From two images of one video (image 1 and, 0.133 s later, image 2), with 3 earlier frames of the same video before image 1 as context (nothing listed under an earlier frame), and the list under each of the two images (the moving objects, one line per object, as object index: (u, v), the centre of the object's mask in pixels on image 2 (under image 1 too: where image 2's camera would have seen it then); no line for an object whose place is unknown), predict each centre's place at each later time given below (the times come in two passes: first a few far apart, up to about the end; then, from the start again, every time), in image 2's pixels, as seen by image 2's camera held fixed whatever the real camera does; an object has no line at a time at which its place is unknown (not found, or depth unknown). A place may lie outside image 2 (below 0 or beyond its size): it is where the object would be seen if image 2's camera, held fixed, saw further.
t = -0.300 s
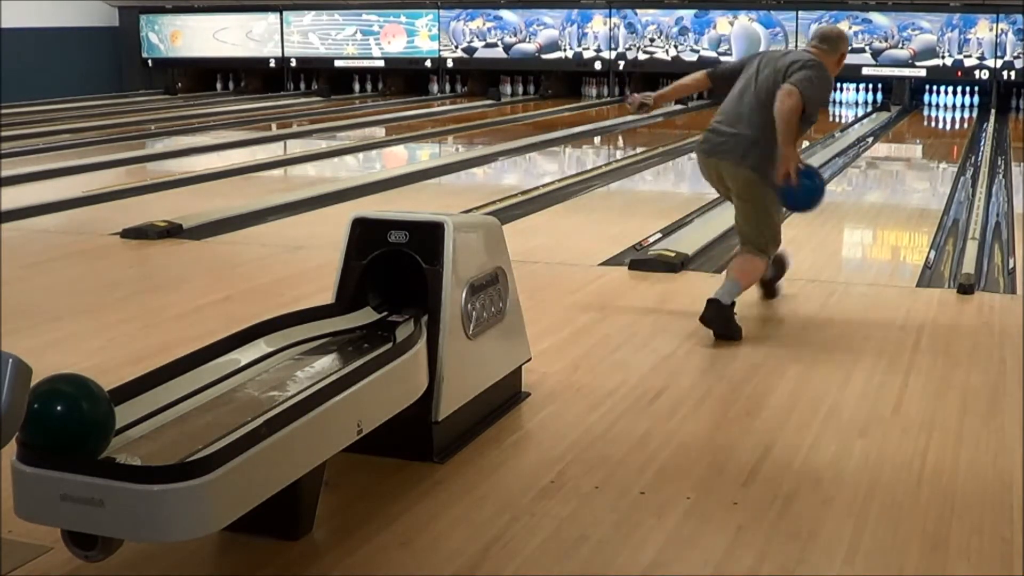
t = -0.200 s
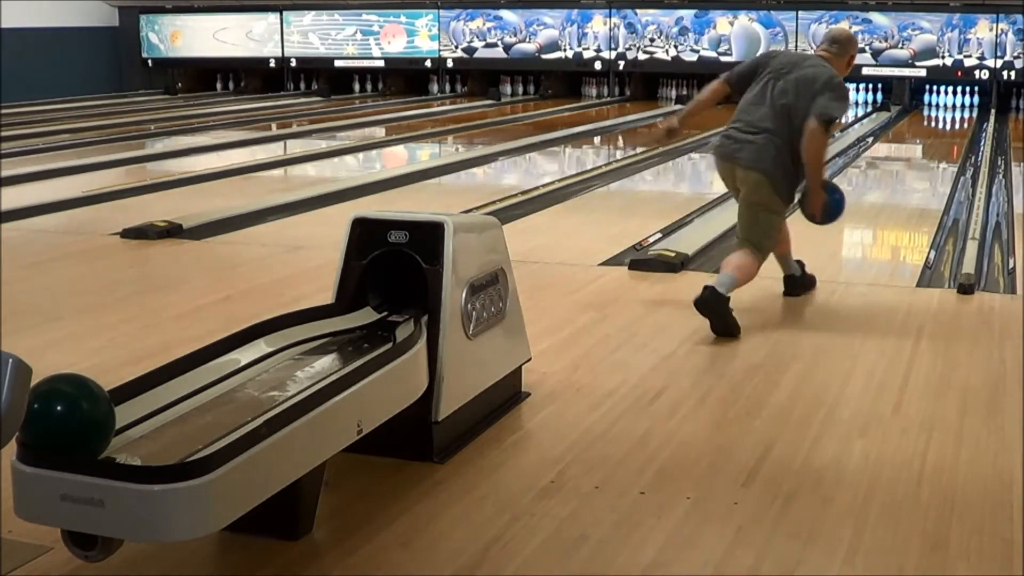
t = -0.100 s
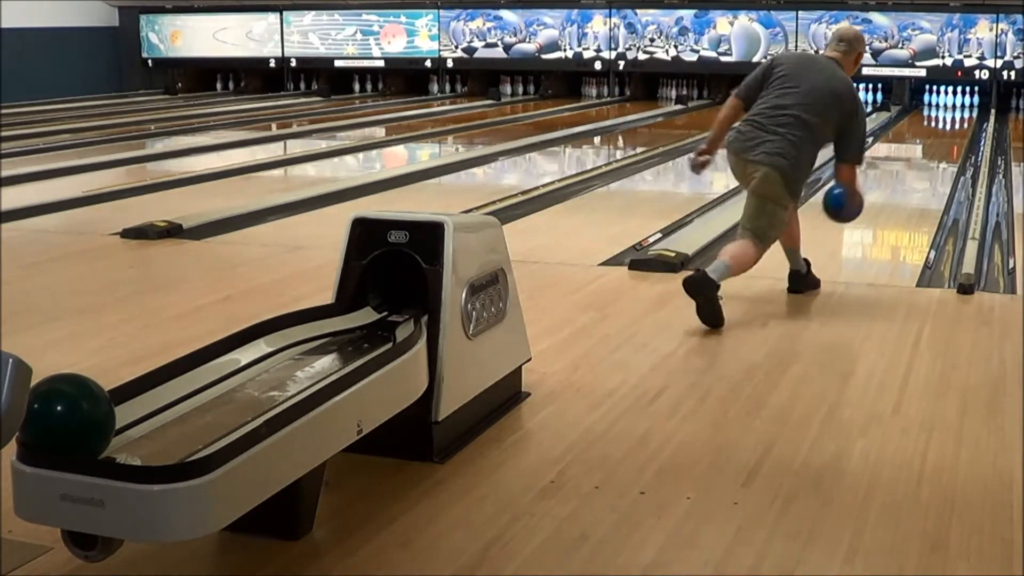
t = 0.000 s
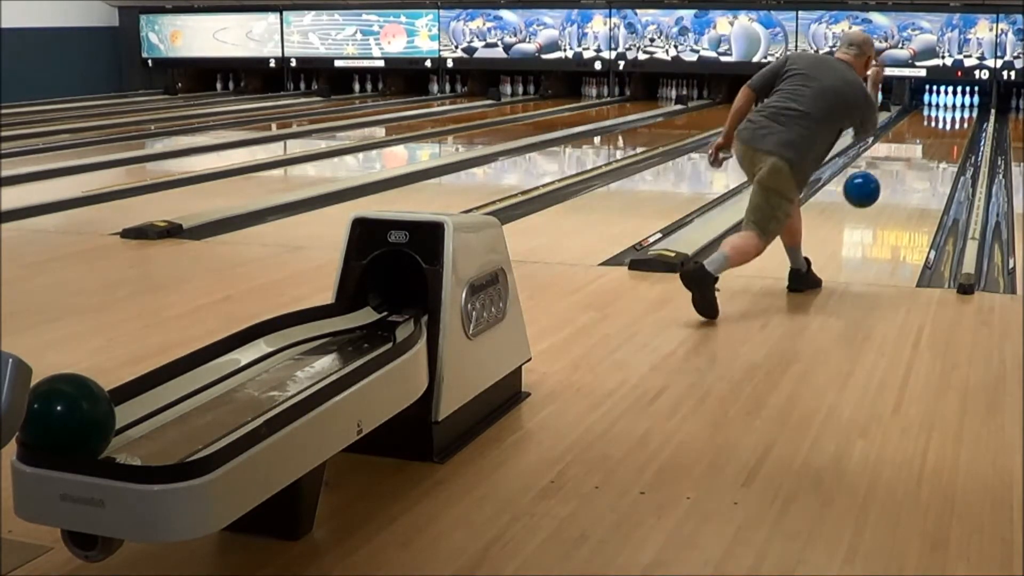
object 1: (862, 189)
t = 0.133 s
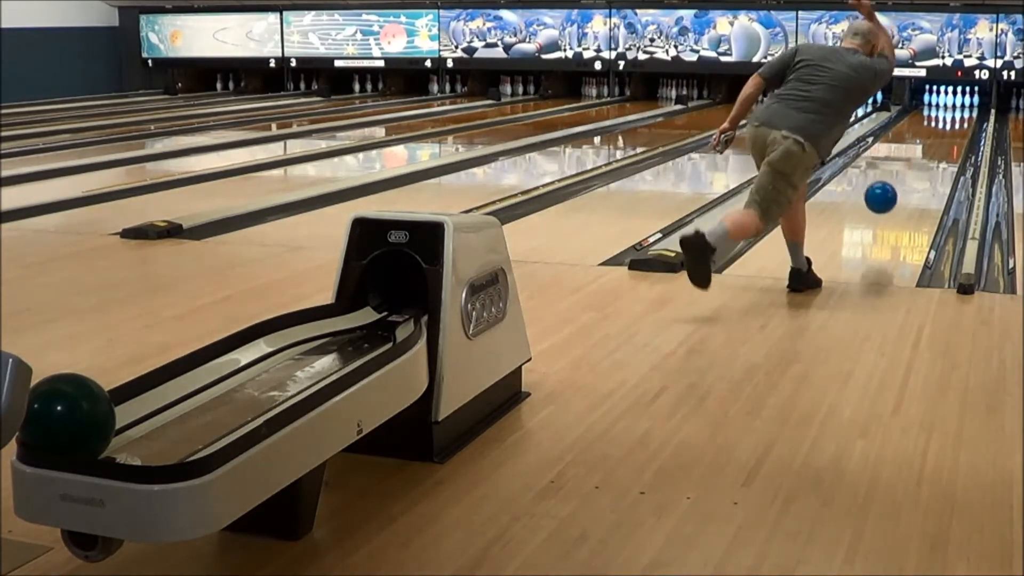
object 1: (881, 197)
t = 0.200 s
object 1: (888, 210)
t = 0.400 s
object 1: (908, 189)
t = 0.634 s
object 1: (926, 168)
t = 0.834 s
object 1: (936, 154)
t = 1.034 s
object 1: (944, 144)
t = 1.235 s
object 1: (951, 135)
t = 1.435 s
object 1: (955, 127)
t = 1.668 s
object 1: (958, 119)
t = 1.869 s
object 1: (959, 114)
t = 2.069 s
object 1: (958, 110)
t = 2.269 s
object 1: (955, 105)
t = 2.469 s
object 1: (951, 101)
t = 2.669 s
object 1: (945, 100)
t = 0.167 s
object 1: (884, 203)
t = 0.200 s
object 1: (888, 210)
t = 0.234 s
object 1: (892, 207)
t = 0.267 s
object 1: (895, 200)
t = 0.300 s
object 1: (899, 196)
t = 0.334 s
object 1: (902, 193)
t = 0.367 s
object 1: (905, 192)
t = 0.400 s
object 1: (908, 189)
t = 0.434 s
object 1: (911, 185)
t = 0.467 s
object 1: (914, 183)
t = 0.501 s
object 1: (916, 180)
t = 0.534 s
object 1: (919, 177)
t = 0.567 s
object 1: (921, 174)
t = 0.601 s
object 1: (923, 171)
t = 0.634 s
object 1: (926, 168)
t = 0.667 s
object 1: (928, 166)
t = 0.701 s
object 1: (930, 163)
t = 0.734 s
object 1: (931, 161)
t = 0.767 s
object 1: (933, 159)
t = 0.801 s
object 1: (935, 156)
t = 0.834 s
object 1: (936, 154)
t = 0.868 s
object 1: (938, 152)
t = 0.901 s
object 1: (939, 151)
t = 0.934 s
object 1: (941, 149)
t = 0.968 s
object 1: (942, 147)
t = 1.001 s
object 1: (943, 146)
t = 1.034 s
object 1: (944, 144)
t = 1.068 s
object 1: (946, 142)
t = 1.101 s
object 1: (947, 141)
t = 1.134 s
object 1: (948, 139)
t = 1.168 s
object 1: (949, 138)
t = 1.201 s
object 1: (950, 136)
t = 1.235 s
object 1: (951, 135)
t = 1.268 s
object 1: (951, 133)
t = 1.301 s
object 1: (952, 132)
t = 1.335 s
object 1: (953, 131)
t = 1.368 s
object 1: (954, 129)
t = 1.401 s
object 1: (954, 128)
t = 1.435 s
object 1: (955, 127)
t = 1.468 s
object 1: (955, 126)
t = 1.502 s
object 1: (956, 124)
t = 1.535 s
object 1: (956, 123)
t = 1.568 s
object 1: (957, 122)
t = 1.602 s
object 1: (957, 121)
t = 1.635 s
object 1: (958, 120)
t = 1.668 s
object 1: (958, 119)
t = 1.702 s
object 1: (958, 118)
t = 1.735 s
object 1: (958, 117)
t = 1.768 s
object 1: (959, 116)
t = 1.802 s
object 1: (959, 115)
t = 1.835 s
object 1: (959, 115)
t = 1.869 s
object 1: (959, 114)
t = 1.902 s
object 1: (959, 113)
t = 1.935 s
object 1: (958, 112)
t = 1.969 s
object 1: (958, 112)
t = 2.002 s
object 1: (958, 111)
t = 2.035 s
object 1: (958, 110)
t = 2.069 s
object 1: (958, 110)
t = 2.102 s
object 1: (958, 109)
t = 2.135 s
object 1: (958, 108)
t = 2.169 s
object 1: (957, 107)
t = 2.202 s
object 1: (957, 107)
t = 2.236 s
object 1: (956, 106)
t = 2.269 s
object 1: (955, 105)
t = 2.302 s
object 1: (954, 105)
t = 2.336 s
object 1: (953, 104)
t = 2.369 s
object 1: (953, 103)
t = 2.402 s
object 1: (952, 103)
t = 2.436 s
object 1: (952, 102)
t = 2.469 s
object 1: (951, 101)
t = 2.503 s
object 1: (951, 101)
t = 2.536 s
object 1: (950, 101)
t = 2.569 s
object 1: (949, 101)
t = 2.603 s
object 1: (948, 100)
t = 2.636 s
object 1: (946, 100)
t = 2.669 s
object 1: (945, 100)
